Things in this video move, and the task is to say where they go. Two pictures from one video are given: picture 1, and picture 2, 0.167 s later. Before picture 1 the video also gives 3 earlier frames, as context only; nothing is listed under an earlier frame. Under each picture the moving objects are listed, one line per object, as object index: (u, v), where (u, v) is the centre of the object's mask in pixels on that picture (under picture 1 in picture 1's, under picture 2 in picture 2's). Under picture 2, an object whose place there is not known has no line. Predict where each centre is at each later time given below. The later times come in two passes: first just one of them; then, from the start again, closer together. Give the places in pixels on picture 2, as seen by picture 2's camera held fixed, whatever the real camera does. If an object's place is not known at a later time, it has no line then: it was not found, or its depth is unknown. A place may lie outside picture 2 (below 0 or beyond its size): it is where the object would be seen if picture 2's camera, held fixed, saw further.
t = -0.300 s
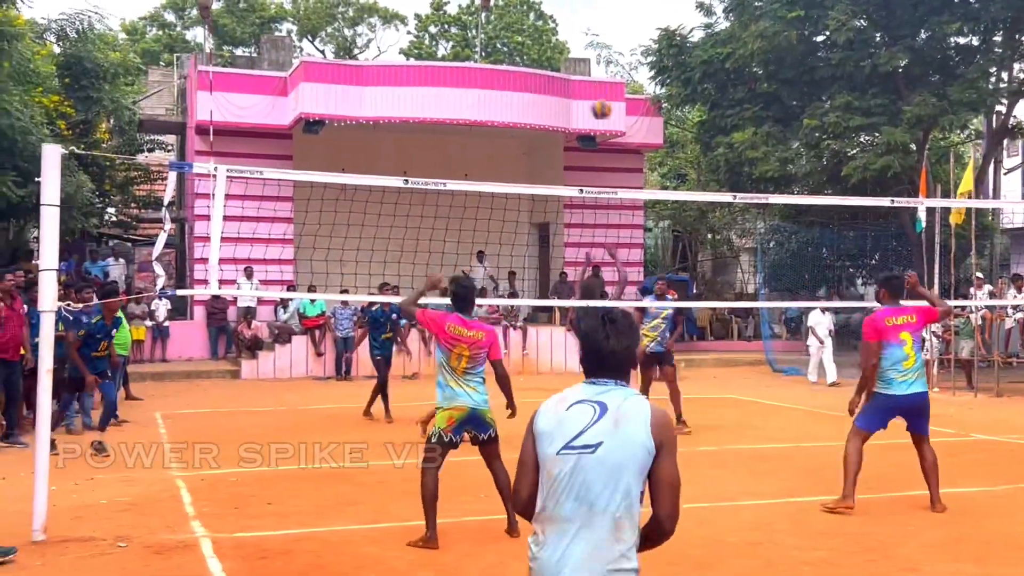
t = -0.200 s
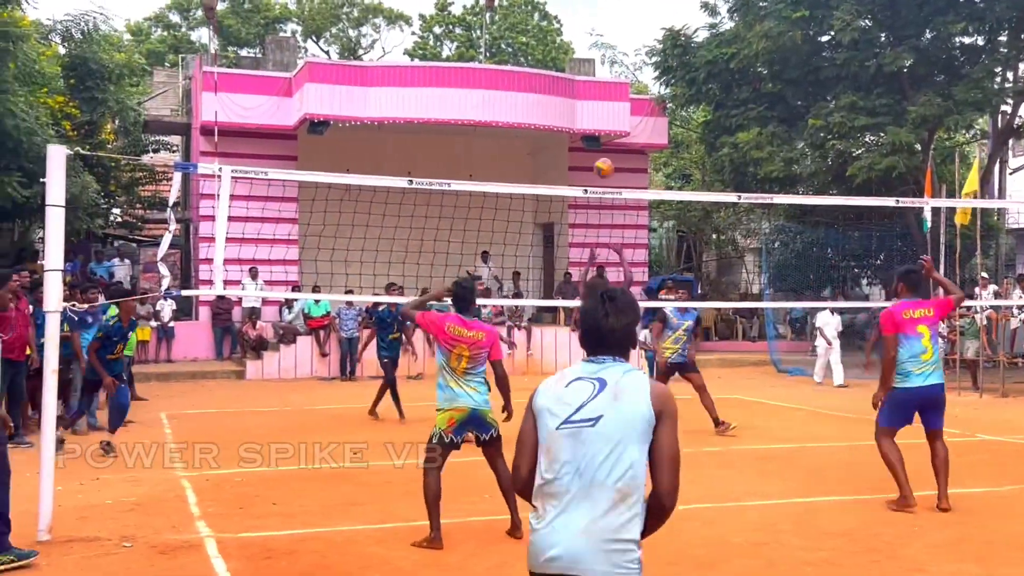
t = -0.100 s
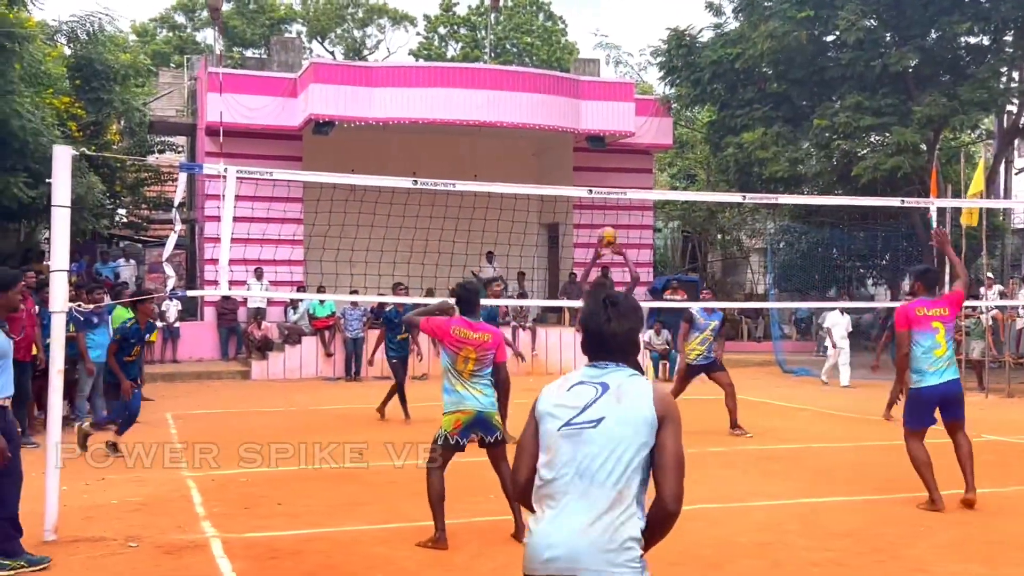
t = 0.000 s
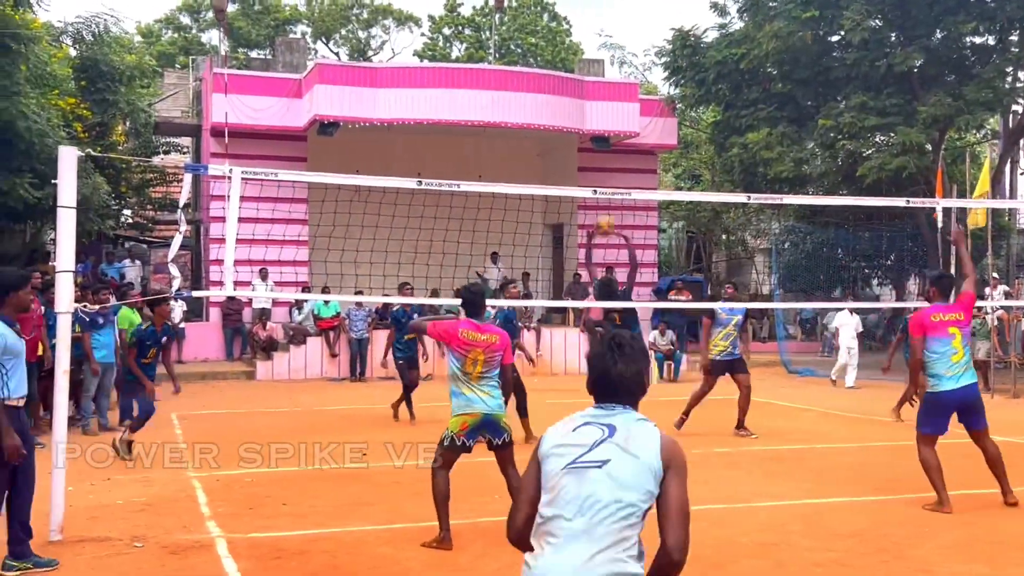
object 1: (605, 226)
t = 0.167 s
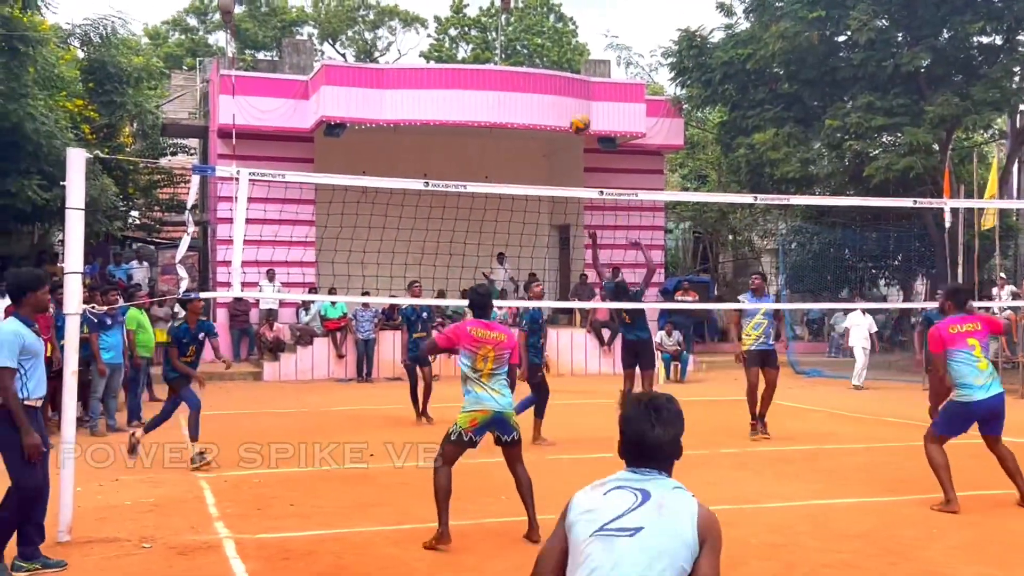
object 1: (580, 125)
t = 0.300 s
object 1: (554, 61)
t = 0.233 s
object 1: (567, 90)
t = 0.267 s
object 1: (562, 75)
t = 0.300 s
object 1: (554, 61)
